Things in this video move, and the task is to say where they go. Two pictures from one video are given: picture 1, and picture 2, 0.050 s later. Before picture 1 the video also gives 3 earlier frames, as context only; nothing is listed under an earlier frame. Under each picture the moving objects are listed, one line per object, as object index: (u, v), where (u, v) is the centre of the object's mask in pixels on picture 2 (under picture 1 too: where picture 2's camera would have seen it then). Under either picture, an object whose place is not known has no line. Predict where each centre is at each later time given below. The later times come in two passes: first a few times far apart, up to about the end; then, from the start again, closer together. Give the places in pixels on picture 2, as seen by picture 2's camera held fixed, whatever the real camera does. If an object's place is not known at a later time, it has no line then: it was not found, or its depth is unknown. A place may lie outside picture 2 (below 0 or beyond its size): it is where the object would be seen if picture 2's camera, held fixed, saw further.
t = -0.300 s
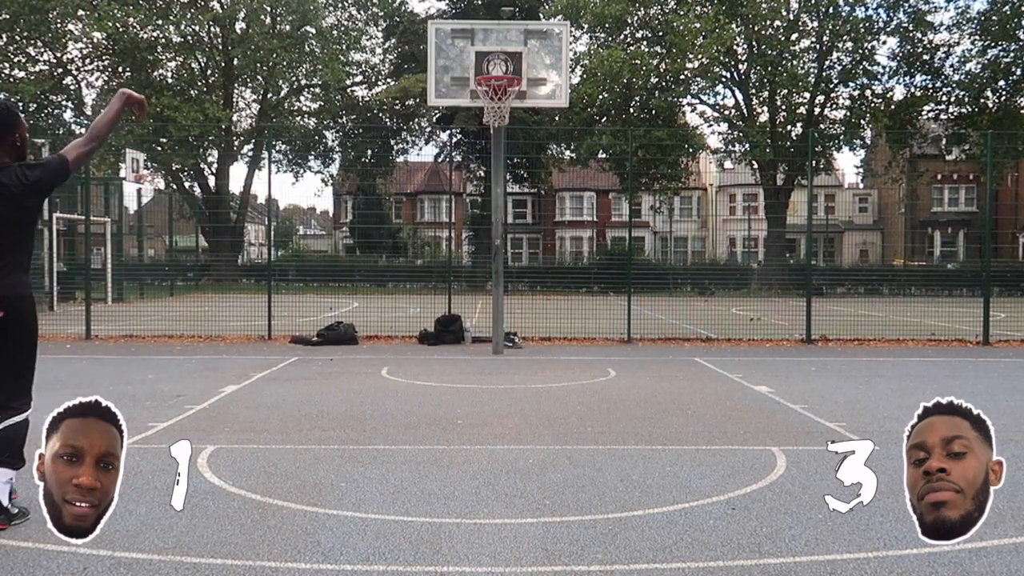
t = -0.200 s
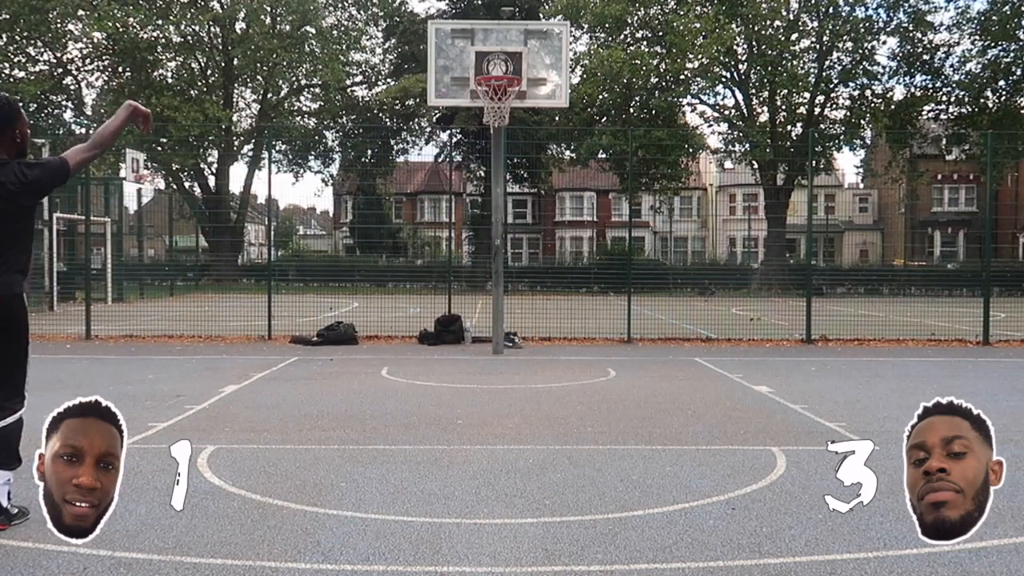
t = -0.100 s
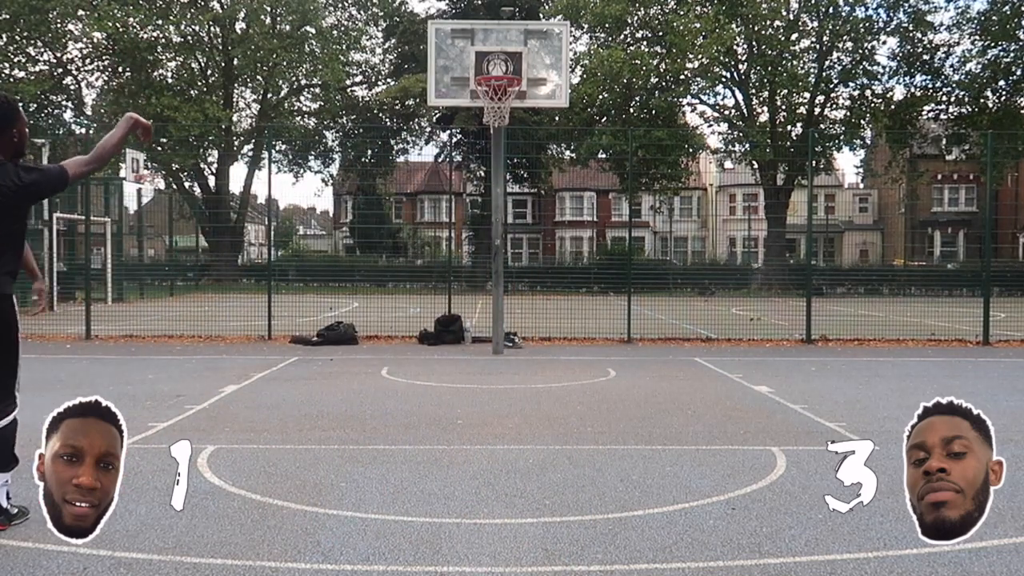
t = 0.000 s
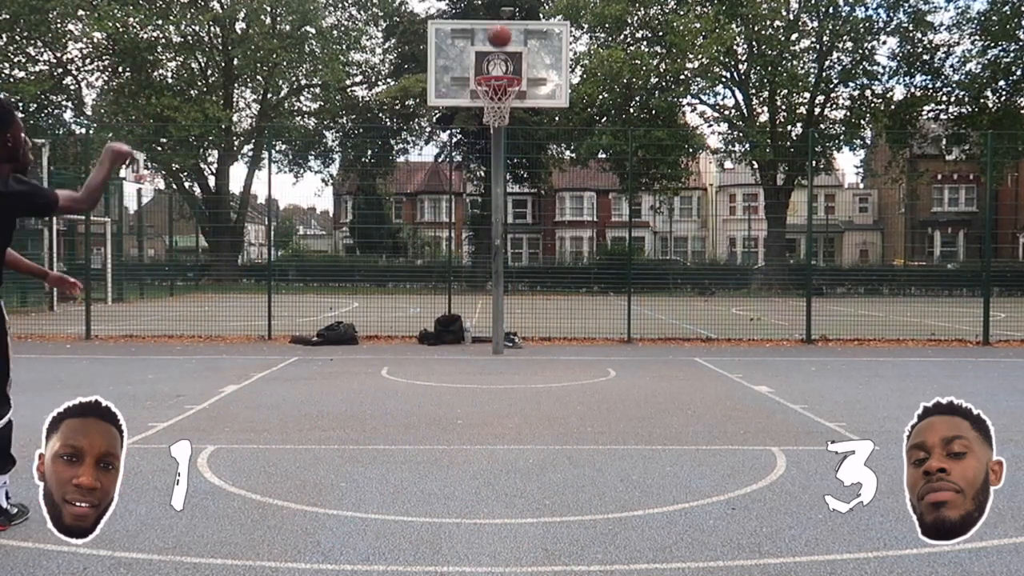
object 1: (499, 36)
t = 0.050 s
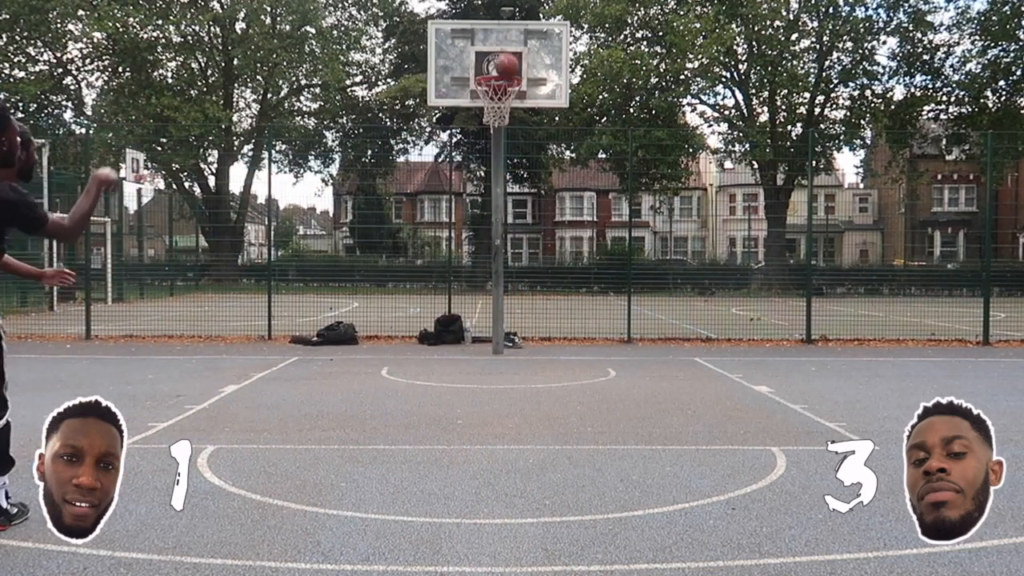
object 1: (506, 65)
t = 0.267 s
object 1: (569, 29)
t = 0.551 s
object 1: (671, 44)
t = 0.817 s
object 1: (797, 168)
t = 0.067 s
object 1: (510, 67)
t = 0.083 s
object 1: (514, 63)
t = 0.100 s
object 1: (519, 59)
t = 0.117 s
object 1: (524, 55)
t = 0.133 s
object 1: (528, 51)
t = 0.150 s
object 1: (533, 47)
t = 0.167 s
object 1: (538, 44)
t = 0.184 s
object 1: (543, 41)
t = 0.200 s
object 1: (548, 38)
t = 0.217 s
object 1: (553, 36)
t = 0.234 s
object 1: (558, 33)
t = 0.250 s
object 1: (563, 30)
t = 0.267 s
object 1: (569, 29)
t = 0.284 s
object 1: (574, 27)
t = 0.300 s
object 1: (579, 26)
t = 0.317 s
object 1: (585, 24)
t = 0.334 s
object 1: (591, 23)
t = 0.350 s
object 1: (596, 23)
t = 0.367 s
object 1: (602, 23)
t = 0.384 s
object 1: (608, 24)
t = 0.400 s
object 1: (613, 24)
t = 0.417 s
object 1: (619, 25)
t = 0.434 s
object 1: (626, 26)
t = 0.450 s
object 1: (632, 28)
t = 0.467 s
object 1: (639, 29)
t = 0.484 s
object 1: (645, 32)
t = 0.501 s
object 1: (651, 34)
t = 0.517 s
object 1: (658, 37)
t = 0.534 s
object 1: (665, 41)
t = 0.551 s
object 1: (671, 44)
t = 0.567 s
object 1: (678, 48)
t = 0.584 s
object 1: (685, 52)
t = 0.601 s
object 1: (692, 58)
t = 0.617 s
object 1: (699, 63)
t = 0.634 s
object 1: (707, 69)
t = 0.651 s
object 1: (715, 75)
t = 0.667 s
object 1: (723, 82)
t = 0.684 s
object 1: (730, 90)
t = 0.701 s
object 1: (738, 98)
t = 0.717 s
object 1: (747, 107)
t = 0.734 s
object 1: (755, 116)
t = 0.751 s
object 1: (763, 126)
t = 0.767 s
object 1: (771, 136)
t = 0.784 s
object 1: (779, 145)
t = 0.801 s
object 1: (788, 157)
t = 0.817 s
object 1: (797, 168)
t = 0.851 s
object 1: (816, 194)
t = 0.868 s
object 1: (825, 208)
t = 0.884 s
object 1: (835, 223)
